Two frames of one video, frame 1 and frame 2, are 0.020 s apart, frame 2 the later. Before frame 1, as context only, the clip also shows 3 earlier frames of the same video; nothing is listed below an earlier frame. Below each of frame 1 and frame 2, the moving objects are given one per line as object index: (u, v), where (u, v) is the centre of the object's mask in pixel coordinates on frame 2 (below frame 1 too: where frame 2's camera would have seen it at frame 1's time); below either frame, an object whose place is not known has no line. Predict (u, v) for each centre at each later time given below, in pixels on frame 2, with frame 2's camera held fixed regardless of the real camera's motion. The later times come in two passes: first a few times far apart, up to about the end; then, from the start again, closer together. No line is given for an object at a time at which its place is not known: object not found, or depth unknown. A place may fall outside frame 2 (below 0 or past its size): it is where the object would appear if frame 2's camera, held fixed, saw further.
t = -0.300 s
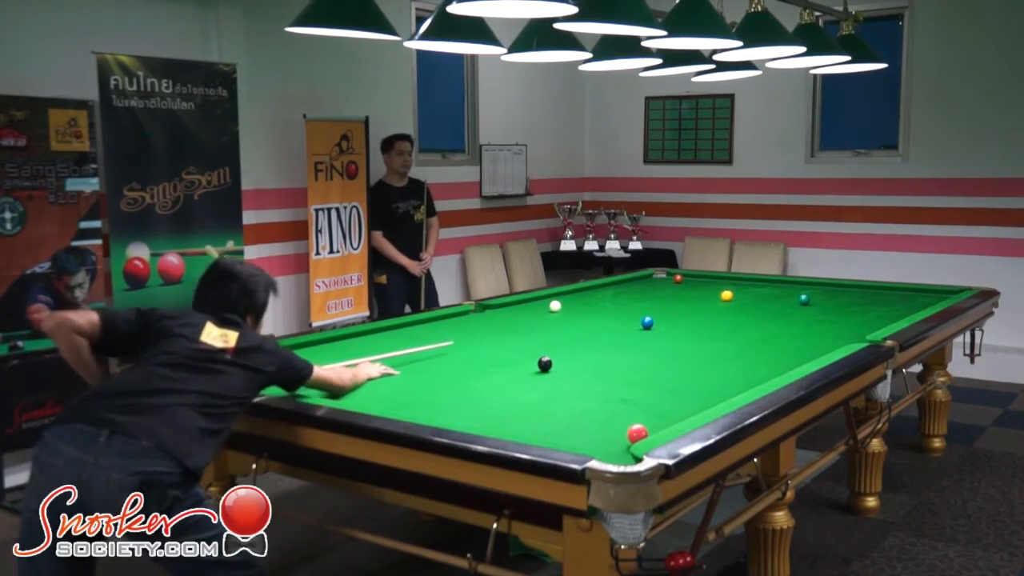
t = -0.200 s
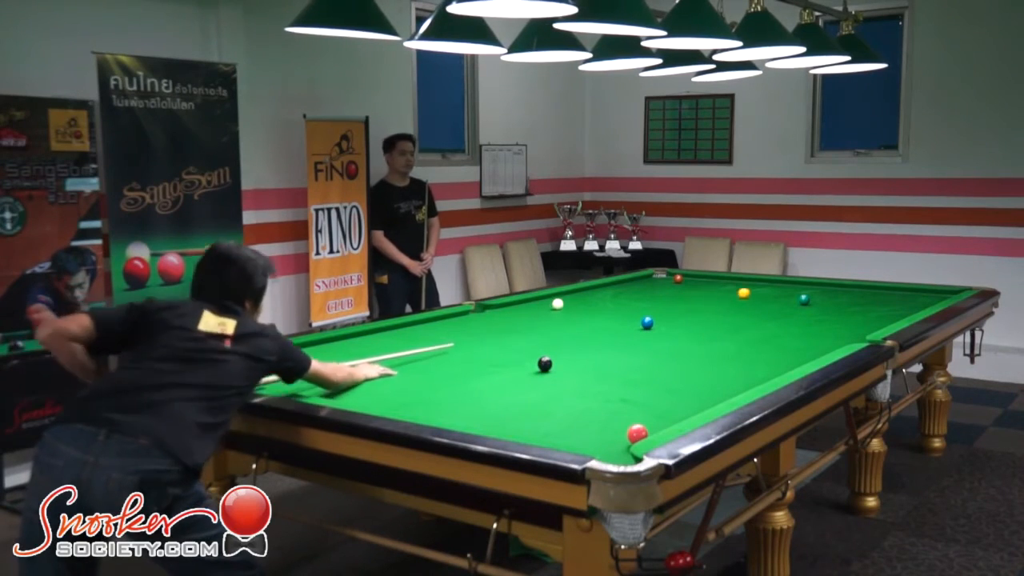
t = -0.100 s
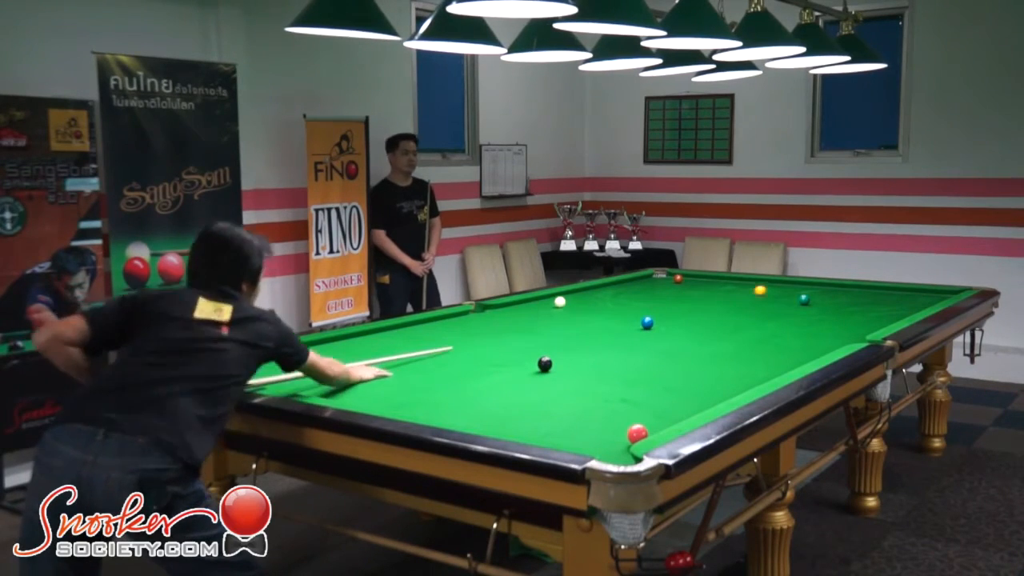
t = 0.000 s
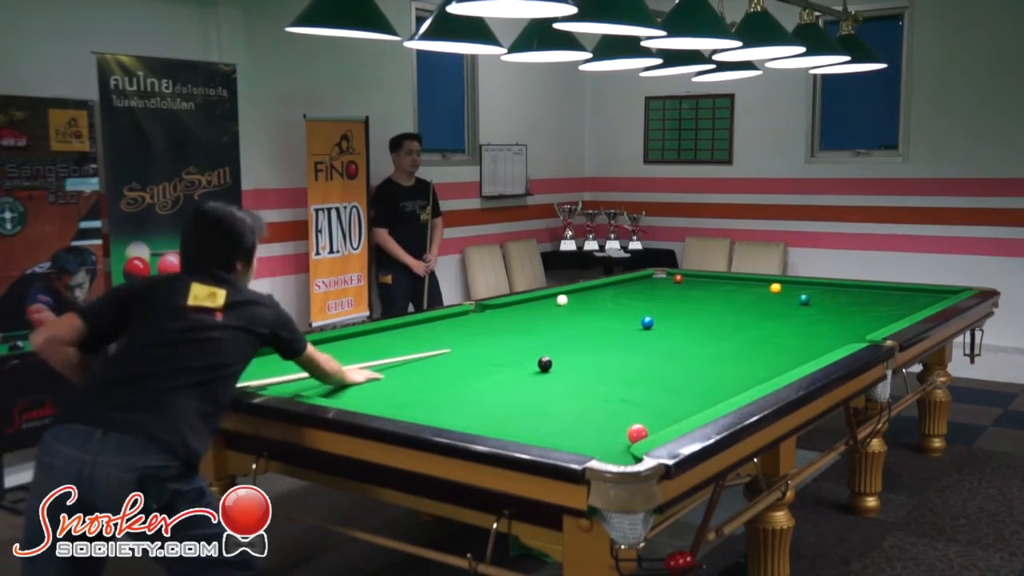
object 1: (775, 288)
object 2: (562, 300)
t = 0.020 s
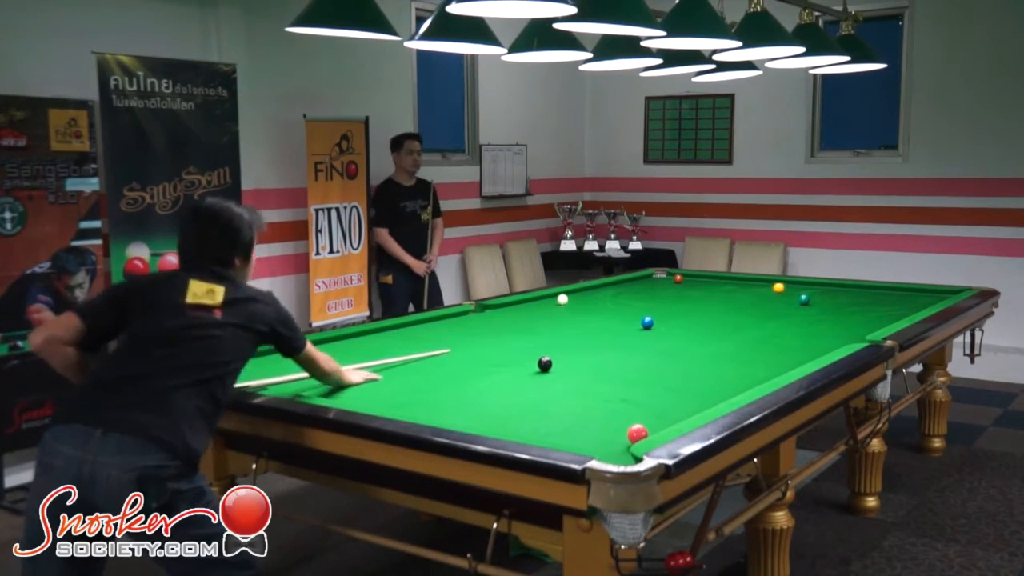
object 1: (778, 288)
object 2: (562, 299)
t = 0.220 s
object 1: (807, 283)
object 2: (566, 296)
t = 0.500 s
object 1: (806, 287)
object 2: (570, 291)
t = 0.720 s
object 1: (799, 291)
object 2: (582, 289)
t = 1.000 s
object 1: (791, 298)
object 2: (600, 287)
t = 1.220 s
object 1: (784, 302)
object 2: (613, 286)
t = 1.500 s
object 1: (774, 309)
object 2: (627, 284)
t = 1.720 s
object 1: (766, 314)
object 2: (637, 283)
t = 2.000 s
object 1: (756, 321)
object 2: (650, 281)
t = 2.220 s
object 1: (747, 327)
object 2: (658, 281)
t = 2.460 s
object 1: (738, 334)
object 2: (666, 280)
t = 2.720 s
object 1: (727, 341)
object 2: (673, 279)
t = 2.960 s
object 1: (717, 348)
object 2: (675, 279)
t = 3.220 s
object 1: (707, 356)
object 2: (676, 279)
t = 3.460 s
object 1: (697, 363)
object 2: (676, 279)
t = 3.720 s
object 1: (686, 372)
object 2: (676, 279)
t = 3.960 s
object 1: (676, 380)
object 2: (676, 279)
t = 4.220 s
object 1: (664, 388)
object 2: (676, 279)
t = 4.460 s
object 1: (654, 396)
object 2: (676, 279)
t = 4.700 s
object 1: (643, 404)
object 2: (676, 279)
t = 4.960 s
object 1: (631, 413)
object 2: (676, 279)
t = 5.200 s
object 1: (620, 422)
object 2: (676, 279)
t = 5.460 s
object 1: (608, 431)
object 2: (676, 279)
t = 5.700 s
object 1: (597, 439)
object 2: (676, 279)
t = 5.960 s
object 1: (586, 443)
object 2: (676, 279)
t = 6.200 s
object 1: (598, 443)
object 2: (676, 279)
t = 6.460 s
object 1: (610, 442)
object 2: (676, 279)
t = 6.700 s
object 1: (618, 440)
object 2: (676, 279)
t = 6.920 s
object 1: (622, 439)
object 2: (676, 279)
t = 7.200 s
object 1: (622, 438)
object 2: (676, 279)
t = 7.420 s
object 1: (622, 439)
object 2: (676, 279)
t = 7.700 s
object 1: (621, 439)
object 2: (676, 279)
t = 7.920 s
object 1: (621, 438)
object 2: (676, 279)
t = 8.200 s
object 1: (621, 439)
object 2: (676, 279)
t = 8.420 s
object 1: (621, 439)
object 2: (676, 279)
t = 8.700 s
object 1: (621, 439)
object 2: (676, 279)
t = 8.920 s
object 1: (621, 439)
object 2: (676, 279)
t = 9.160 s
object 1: (621, 438)
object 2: (676, 279)
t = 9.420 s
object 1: (621, 439)
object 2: (676, 279)
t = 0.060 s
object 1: (785, 287)
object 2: (563, 298)
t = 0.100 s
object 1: (790, 286)
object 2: (564, 298)
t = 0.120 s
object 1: (793, 285)
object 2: (564, 297)
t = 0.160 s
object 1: (799, 284)
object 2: (565, 297)
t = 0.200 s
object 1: (805, 283)
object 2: (566, 296)
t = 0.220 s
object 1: (807, 283)
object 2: (566, 296)
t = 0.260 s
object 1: (813, 282)
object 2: (567, 295)
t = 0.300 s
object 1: (813, 283)
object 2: (567, 294)
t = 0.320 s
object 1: (812, 283)
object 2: (568, 294)
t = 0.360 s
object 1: (810, 284)
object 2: (568, 293)
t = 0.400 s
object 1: (809, 285)
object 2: (569, 293)
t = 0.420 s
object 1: (808, 285)
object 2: (570, 292)
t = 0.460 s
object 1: (807, 286)
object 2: (570, 292)
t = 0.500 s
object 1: (806, 287)
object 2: (570, 291)
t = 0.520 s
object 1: (806, 287)
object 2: (571, 291)
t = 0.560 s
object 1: (804, 288)
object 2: (572, 290)
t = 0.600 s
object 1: (803, 289)
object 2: (574, 290)
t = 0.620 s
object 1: (802, 289)
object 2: (575, 290)
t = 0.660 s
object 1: (801, 290)
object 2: (578, 289)
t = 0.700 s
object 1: (800, 290)
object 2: (581, 289)
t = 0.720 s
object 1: (799, 291)
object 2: (582, 289)
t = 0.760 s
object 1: (798, 292)
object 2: (585, 288)
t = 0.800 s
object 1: (797, 293)
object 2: (588, 288)
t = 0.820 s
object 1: (796, 293)
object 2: (589, 288)
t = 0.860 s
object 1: (795, 294)
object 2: (591, 288)
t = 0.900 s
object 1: (794, 295)
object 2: (594, 288)
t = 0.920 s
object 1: (793, 296)
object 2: (595, 287)
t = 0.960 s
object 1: (792, 297)
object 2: (598, 287)
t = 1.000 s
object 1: (791, 298)
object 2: (600, 287)
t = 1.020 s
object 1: (790, 298)
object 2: (601, 287)
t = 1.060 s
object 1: (789, 299)
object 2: (603, 286)
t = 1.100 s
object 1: (788, 300)
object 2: (606, 286)
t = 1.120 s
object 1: (787, 300)
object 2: (607, 286)
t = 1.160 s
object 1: (786, 301)
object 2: (609, 286)
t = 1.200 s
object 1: (784, 302)
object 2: (611, 286)
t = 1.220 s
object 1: (784, 302)
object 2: (613, 286)
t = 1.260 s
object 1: (782, 303)
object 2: (615, 285)
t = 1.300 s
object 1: (781, 304)
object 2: (617, 285)
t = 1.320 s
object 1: (780, 305)
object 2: (618, 285)
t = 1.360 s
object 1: (779, 306)
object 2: (620, 285)
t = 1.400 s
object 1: (778, 307)
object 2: (622, 284)
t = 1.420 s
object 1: (777, 307)
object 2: (623, 284)
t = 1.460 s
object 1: (776, 308)
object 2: (625, 284)
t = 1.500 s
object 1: (774, 309)
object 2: (627, 284)
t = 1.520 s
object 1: (774, 310)
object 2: (628, 284)
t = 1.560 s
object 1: (772, 311)
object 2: (630, 284)
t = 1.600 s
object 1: (771, 312)
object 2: (632, 283)
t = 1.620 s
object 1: (770, 312)
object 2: (633, 283)
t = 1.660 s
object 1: (768, 313)
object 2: (635, 283)
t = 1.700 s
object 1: (767, 314)
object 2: (637, 283)
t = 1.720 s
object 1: (766, 314)
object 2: (637, 283)
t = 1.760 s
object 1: (765, 316)
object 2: (639, 282)
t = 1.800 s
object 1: (763, 317)
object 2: (641, 282)
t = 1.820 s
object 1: (762, 317)
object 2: (642, 282)
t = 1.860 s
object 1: (761, 318)
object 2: (644, 282)
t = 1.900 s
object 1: (759, 319)
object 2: (645, 282)
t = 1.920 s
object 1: (759, 320)
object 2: (646, 282)
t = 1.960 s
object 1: (757, 321)
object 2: (648, 282)
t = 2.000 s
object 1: (756, 321)
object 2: (650, 281)
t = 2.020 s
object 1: (755, 322)
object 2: (650, 281)
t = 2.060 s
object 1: (753, 323)
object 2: (652, 281)
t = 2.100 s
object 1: (752, 324)
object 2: (653, 281)
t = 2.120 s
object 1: (751, 325)
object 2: (654, 281)
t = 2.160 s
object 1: (750, 326)
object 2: (656, 281)
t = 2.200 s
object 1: (748, 327)
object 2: (657, 281)
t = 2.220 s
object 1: (747, 327)
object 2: (658, 281)
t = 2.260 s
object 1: (746, 328)
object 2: (660, 280)
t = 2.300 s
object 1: (744, 330)
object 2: (661, 280)
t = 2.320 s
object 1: (743, 330)
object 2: (662, 280)
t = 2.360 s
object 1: (742, 331)
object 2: (663, 280)
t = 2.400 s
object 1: (740, 332)
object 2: (664, 280)
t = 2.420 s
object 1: (739, 333)
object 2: (665, 280)
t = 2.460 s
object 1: (738, 334)
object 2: (666, 280)
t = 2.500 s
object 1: (736, 335)
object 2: (668, 280)
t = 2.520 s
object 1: (735, 336)
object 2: (668, 279)
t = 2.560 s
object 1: (734, 337)
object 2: (670, 280)
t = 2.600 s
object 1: (732, 338)
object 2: (671, 279)
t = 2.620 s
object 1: (731, 338)
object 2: (671, 279)
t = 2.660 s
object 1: (730, 340)
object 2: (672, 279)
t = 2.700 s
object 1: (728, 340)
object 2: (673, 279)
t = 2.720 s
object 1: (727, 341)
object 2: (673, 279)
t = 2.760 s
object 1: (726, 342)
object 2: (673, 279)
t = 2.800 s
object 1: (724, 343)
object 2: (673, 279)
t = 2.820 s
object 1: (723, 344)
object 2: (674, 279)
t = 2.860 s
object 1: (721, 345)
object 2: (674, 279)
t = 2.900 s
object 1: (720, 346)
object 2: (674, 279)
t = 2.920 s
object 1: (719, 347)
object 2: (674, 279)
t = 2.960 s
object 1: (717, 348)
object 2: (675, 279)
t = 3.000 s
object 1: (716, 349)
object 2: (675, 279)
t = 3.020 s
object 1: (715, 350)
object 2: (675, 279)
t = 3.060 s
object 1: (713, 351)
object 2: (675, 279)
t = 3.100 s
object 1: (712, 352)
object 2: (675, 279)
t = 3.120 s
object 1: (711, 353)
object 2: (675, 279)
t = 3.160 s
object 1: (709, 354)
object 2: (675, 279)
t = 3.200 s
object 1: (708, 355)
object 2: (676, 279)
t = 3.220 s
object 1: (707, 356)
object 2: (676, 279)
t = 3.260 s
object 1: (705, 357)
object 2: (676, 279)
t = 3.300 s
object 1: (704, 358)
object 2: (676, 279)
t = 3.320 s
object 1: (703, 359)
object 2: (676, 279)
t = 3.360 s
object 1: (701, 360)
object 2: (676, 279)
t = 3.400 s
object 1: (699, 362)
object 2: (676, 279)
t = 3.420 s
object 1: (698, 362)
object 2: (676, 279)
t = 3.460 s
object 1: (697, 363)
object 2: (676, 279)
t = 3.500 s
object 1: (695, 365)
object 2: (676, 279)
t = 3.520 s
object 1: (694, 365)
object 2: (676, 279)
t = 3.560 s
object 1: (693, 367)
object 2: (676, 279)
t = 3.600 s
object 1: (691, 368)
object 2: (676, 279)
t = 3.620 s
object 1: (690, 369)
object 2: (676, 279)
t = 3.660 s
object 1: (688, 370)
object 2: (676, 279)
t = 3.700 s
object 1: (687, 371)
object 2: (676, 279)
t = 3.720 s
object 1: (686, 372)
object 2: (676, 279)
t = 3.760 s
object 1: (684, 373)
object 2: (676, 279)
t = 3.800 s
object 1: (682, 374)
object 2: (676, 279)
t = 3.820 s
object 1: (682, 375)
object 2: (676, 279)
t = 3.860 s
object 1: (680, 376)
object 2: (676, 279)
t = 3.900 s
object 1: (678, 378)
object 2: (676, 279)
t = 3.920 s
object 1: (677, 378)
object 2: (676, 279)
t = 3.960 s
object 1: (676, 380)
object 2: (676, 279)
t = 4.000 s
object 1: (674, 381)
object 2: (676, 279)
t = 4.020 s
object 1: (673, 381)
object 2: (676, 279)
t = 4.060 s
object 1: (671, 383)
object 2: (676, 279)
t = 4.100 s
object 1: (670, 384)
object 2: (676, 279)
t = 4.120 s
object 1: (669, 385)
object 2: (676, 279)
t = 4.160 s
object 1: (667, 386)
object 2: (676, 279)
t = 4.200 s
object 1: (665, 387)
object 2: (676, 279)
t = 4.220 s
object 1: (664, 388)
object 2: (676, 279)
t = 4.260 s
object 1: (662, 389)
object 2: (676, 279)
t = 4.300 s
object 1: (661, 391)
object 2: (676, 279)
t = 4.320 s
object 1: (660, 392)
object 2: (676, 279)
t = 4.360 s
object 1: (658, 393)
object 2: (676, 279)
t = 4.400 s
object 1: (657, 394)
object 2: (676, 279)
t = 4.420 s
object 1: (656, 395)
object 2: (676, 279)
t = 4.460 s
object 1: (654, 396)
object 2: (676, 279)
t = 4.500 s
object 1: (652, 398)
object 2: (676, 279)
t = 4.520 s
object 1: (651, 399)
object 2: (676, 279)
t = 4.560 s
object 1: (650, 400)
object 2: (676, 279)
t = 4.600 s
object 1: (648, 401)
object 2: (676, 279)
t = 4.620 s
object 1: (647, 402)
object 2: (676, 279)
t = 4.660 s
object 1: (645, 403)
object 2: (676, 279)
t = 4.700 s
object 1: (643, 404)
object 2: (676, 279)
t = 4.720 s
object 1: (643, 405)
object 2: (676, 279)
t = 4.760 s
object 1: (641, 407)
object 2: (676, 279)
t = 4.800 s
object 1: (639, 408)
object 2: (676, 279)
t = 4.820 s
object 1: (638, 409)
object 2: (676, 279)
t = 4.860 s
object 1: (636, 410)
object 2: (676, 279)
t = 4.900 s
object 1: (634, 411)
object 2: (676, 279)
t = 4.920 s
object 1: (633, 412)
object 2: (676, 279)
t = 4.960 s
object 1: (631, 413)
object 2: (676, 279)
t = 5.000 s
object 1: (629, 415)
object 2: (676, 279)
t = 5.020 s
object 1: (628, 415)
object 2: (676, 279)
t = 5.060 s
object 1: (626, 417)
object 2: (676, 279)
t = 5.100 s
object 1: (624, 418)
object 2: (676, 279)
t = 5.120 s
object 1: (623, 419)
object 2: (676, 279)
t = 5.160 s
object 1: (622, 420)
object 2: (676, 279)
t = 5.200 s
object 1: (620, 422)
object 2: (676, 279)
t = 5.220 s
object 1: (619, 423)
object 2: (676, 279)
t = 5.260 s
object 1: (617, 424)
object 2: (676, 279)
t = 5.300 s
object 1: (615, 425)
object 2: (676, 279)
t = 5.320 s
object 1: (614, 426)
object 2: (676, 279)
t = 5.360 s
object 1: (612, 427)
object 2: (676, 279)
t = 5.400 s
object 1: (610, 429)
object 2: (676, 279)
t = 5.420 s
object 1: (609, 430)
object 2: (676, 279)
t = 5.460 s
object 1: (608, 431)
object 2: (676, 279)
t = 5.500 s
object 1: (606, 432)
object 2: (676, 279)
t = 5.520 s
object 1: (605, 433)
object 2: (676, 279)
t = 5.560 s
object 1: (603, 435)
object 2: (676, 279)
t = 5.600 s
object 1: (601, 436)
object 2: (676, 279)
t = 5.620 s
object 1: (600, 436)
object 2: (676, 279)
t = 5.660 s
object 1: (598, 437)
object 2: (676, 279)
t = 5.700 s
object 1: (597, 439)
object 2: (676, 279)
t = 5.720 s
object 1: (596, 439)
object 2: (676, 279)
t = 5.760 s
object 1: (594, 440)
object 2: (676, 279)
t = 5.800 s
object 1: (592, 441)
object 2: (676, 279)
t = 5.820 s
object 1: (592, 441)
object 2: (676, 279)
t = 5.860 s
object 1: (590, 442)
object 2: (676, 279)
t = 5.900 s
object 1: (588, 442)
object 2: (676, 279)
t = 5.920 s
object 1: (587, 442)
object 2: (676, 279)
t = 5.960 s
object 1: (586, 443)
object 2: (676, 279)
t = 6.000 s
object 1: (587, 443)
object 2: (676, 279)
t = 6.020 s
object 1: (588, 443)
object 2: (676, 279)
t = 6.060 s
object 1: (591, 443)
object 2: (676, 279)
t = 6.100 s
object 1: (592, 443)
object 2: (676, 279)
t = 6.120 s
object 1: (594, 443)
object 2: (676, 279)
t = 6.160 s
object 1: (596, 443)
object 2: (676, 279)
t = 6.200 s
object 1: (598, 443)
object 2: (676, 279)
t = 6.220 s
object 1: (599, 443)
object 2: (676, 279)
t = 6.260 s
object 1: (601, 443)
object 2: (676, 279)
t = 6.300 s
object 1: (602, 443)
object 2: (676, 279)
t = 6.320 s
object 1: (603, 443)
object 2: (676, 279)
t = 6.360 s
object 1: (605, 443)
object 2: (676, 279)
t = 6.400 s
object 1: (607, 442)
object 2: (676, 279)
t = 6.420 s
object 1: (608, 442)
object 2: (676, 279)
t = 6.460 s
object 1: (610, 442)
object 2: (676, 279)
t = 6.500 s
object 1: (611, 441)
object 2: (676, 279)
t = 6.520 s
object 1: (612, 441)
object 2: (676, 279)
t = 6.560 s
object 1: (614, 440)
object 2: (676, 279)
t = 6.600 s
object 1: (615, 440)
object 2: (676, 279)
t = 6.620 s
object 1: (616, 440)
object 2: (676, 279)
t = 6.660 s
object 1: (617, 440)
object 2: (676, 279)
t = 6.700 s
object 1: (618, 440)
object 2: (676, 279)
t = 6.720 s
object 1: (619, 439)
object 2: (676, 279)
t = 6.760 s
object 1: (621, 439)
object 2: (676, 279)
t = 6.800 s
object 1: (622, 439)
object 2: (676, 279)
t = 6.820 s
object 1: (622, 438)
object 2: (676, 279)
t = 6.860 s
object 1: (622, 438)
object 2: (676, 279)
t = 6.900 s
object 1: (622, 438)
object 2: (676, 279)
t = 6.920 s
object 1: (622, 439)
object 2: (676, 279)
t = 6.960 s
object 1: (622, 439)
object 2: (676, 279)
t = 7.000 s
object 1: (622, 439)
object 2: (676, 279)
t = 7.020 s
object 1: (622, 438)
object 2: (676, 279)
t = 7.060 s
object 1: (622, 438)
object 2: (676, 279)
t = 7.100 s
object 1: (622, 438)
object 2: (676, 279)
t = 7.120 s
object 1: (622, 438)
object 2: (676, 279)
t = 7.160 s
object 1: (622, 439)
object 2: (676, 279)
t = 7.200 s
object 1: (622, 438)
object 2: (676, 279)
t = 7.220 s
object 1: (622, 439)
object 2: (676, 279)
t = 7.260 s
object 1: (622, 439)
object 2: (676, 279)
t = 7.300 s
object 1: (621, 439)
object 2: (676, 279)
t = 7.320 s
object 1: (622, 439)
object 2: (676, 279)
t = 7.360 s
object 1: (622, 439)
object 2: (676, 279)
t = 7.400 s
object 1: (622, 439)
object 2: (676, 279)
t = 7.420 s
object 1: (622, 439)
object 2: (676, 279)
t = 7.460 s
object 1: (621, 439)
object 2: (676, 279)
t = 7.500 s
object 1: (621, 439)
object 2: (676, 279)
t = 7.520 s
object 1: (621, 439)
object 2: (676, 279)
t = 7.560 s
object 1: (621, 439)
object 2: (676, 279)
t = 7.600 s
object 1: (621, 439)
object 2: (676, 279)
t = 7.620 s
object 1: (621, 439)
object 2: (676, 279)
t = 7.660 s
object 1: (621, 439)
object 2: (676, 279)
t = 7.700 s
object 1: (621, 439)
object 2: (676, 279)
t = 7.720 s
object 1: (621, 439)
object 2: (676, 279)
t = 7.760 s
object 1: (621, 439)
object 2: (676, 279)
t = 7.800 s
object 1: (621, 439)
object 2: (676, 279)
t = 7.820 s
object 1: (621, 439)
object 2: (676, 279)
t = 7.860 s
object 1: (621, 439)
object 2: (676, 279)
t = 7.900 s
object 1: (621, 439)
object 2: (676, 279)
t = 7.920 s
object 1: (621, 438)
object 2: (676, 279)
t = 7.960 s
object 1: (621, 439)
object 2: (676, 279)
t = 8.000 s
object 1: (621, 439)
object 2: (676, 279)
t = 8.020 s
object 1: (621, 439)
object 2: (676, 279)
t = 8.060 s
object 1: (621, 439)
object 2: (676, 279)
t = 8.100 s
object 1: (621, 439)
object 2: (676, 279)
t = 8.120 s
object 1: (621, 439)
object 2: (676, 279)
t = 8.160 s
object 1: (621, 439)
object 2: (676, 279)
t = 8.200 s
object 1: (621, 439)
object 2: (676, 279)
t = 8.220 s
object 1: (621, 439)
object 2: (676, 279)
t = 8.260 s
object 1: (621, 439)
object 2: (676, 279)
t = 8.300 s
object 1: (621, 439)
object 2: (676, 279)
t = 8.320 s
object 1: (621, 439)
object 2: (676, 279)
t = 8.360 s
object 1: (621, 439)
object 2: (676, 279)
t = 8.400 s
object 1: (621, 439)
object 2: (676, 279)
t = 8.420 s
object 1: (621, 439)
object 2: (676, 279)
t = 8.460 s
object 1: (621, 439)
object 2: (676, 279)
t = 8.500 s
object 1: (621, 439)
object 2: (676, 279)
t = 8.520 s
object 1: (621, 439)
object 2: (676, 279)
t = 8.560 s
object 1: (621, 439)
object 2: (676, 279)
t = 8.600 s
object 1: (621, 439)
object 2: (676, 279)
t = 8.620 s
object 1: (621, 439)
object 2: (676, 279)
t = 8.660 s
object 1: (621, 439)
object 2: (676, 279)
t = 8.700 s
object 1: (621, 439)
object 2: (676, 279)
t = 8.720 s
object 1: (621, 439)
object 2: (676, 279)
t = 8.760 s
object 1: (621, 439)
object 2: (676, 279)
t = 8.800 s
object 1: (621, 439)
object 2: (676, 279)
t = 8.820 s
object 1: (621, 439)
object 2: (676, 279)
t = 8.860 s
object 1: (621, 439)
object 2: (676, 279)
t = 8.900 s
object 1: (621, 439)
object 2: (676, 279)
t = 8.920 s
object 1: (621, 439)
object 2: (676, 279)
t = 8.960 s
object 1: (621, 439)
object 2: (676, 279)
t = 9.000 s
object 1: (621, 439)
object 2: (676, 279)
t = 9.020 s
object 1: (621, 439)
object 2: (676, 279)
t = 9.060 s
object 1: (621, 439)
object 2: (676, 279)
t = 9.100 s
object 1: (621, 439)
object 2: (676, 279)
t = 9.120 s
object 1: (621, 439)
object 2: (676, 279)
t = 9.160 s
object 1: (621, 438)
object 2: (676, 279)
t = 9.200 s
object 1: (621, 438)
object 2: (676, 279)
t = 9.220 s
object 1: (621, 439)
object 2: (676, 279)
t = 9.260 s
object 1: (621, 439)
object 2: (676, 279)
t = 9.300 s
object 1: (622, 439)
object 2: (676, 279)
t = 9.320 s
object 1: (621, 439)
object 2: (676, 279)
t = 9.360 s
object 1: (622, 439)
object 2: (676, 279)
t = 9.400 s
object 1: (621, 439)
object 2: (676, 279)
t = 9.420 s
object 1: (621, 439)
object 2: (676, 279)
